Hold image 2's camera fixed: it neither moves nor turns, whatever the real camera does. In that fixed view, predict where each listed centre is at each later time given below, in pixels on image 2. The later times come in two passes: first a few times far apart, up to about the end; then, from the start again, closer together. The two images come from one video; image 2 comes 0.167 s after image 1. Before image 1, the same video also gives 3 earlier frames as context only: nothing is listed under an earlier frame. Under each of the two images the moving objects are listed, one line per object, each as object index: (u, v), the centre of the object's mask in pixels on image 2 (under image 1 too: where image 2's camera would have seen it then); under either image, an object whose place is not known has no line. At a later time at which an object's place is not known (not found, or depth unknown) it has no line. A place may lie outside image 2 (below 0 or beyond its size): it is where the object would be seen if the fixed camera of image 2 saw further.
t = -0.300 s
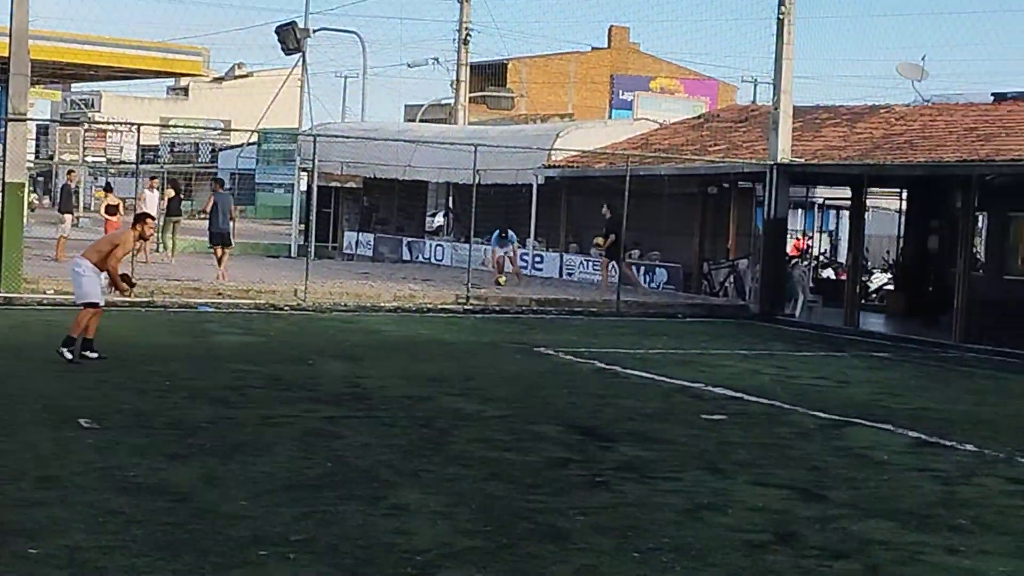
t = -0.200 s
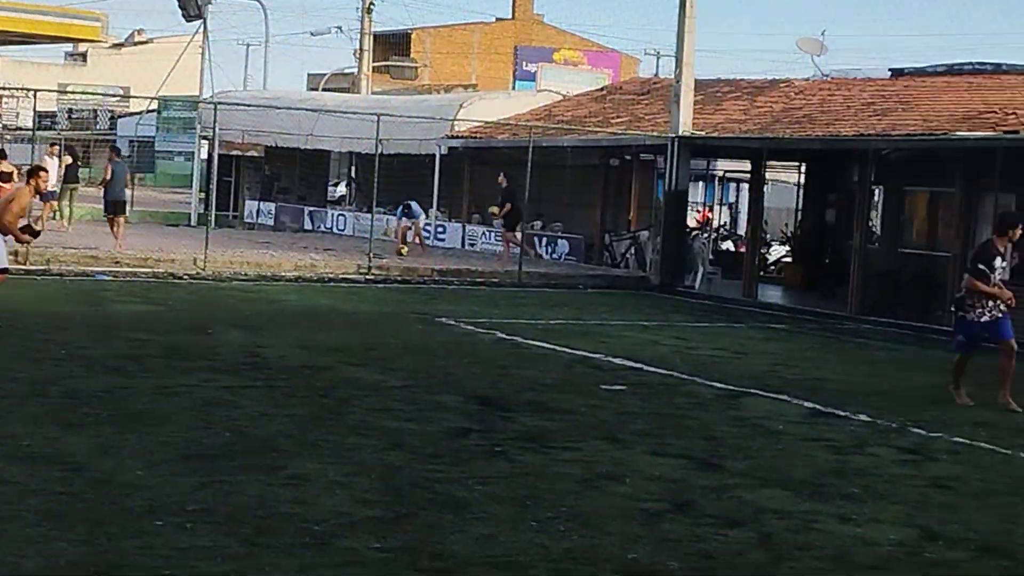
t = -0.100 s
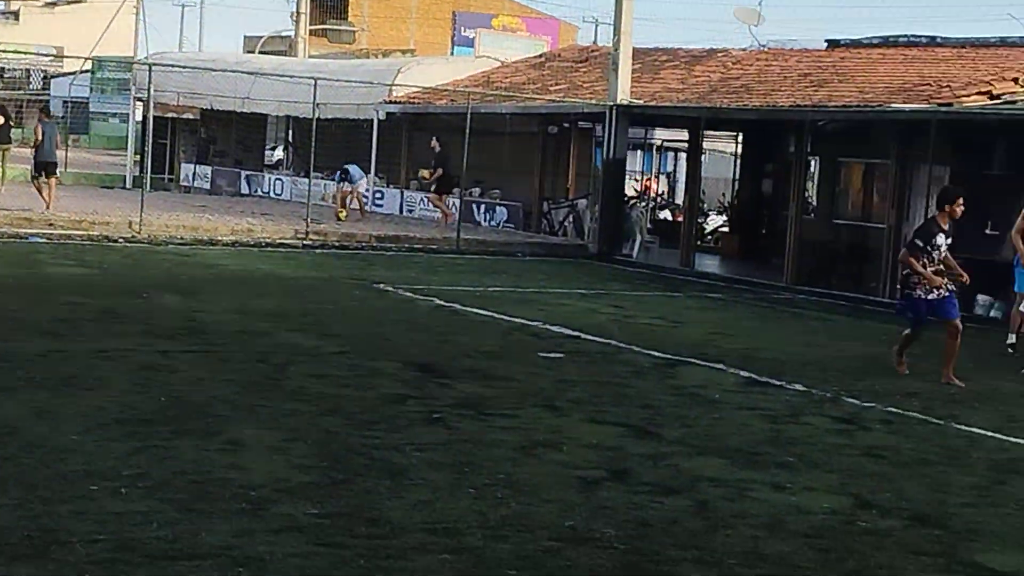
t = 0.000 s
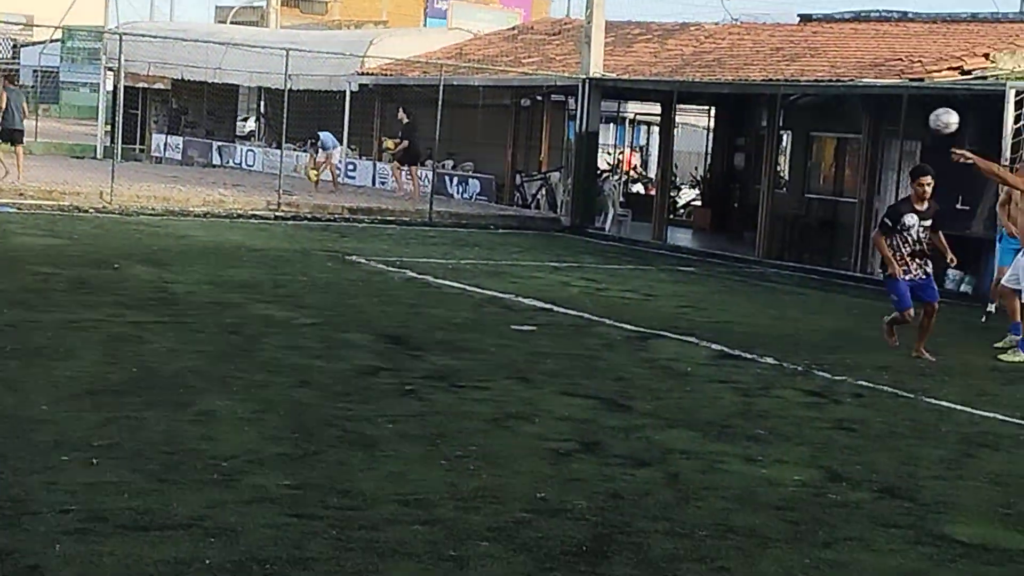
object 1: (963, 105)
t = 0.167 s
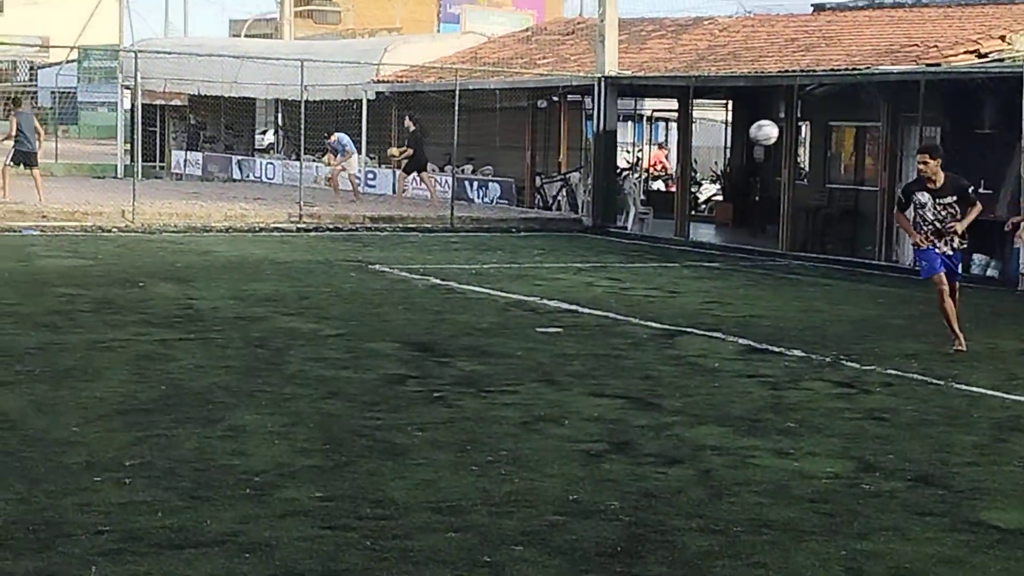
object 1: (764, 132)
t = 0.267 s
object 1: (648, 164)
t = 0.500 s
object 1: (399, 279)
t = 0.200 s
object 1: (727, 142)
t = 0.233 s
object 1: (688, 152)
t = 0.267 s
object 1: (648, 164)
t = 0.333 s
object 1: (574, 192)
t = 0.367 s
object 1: (538, 206)
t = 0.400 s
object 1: (503, 222)
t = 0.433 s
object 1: (467, 240)
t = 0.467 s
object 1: (432, 259)
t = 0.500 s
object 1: (399, 279)
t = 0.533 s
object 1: (367, 296)
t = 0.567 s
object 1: (349, 280)
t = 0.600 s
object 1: (335, 264)
